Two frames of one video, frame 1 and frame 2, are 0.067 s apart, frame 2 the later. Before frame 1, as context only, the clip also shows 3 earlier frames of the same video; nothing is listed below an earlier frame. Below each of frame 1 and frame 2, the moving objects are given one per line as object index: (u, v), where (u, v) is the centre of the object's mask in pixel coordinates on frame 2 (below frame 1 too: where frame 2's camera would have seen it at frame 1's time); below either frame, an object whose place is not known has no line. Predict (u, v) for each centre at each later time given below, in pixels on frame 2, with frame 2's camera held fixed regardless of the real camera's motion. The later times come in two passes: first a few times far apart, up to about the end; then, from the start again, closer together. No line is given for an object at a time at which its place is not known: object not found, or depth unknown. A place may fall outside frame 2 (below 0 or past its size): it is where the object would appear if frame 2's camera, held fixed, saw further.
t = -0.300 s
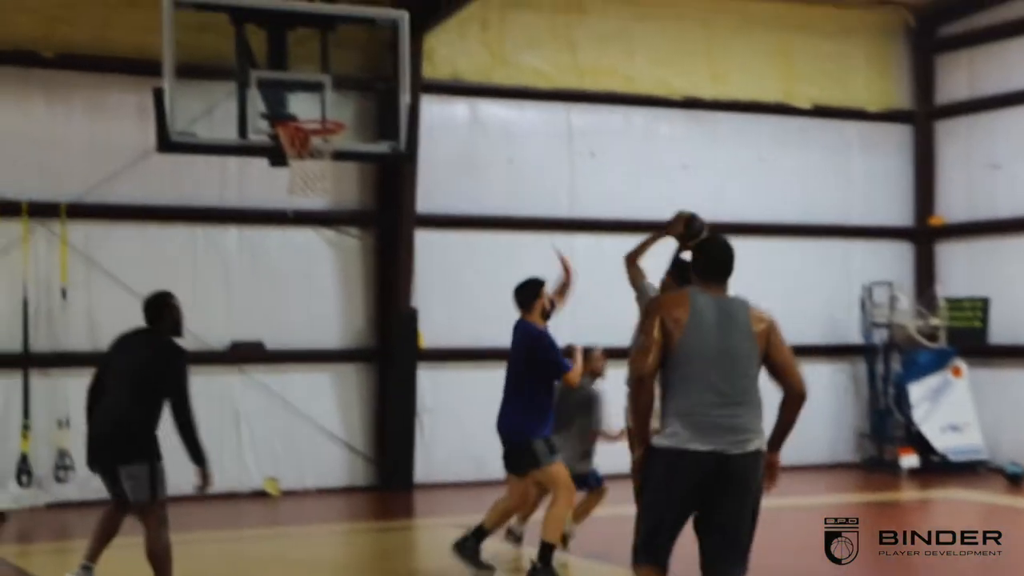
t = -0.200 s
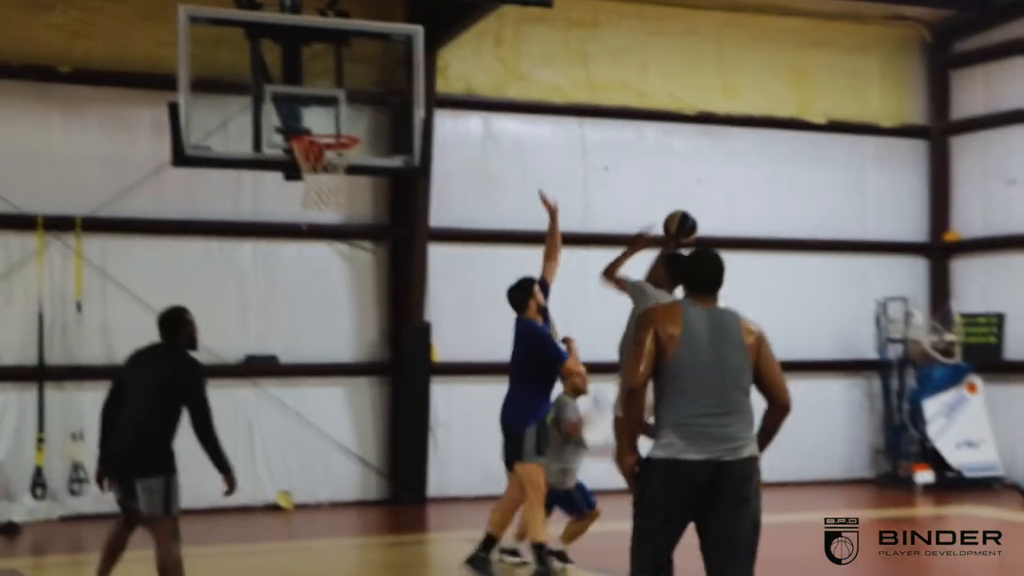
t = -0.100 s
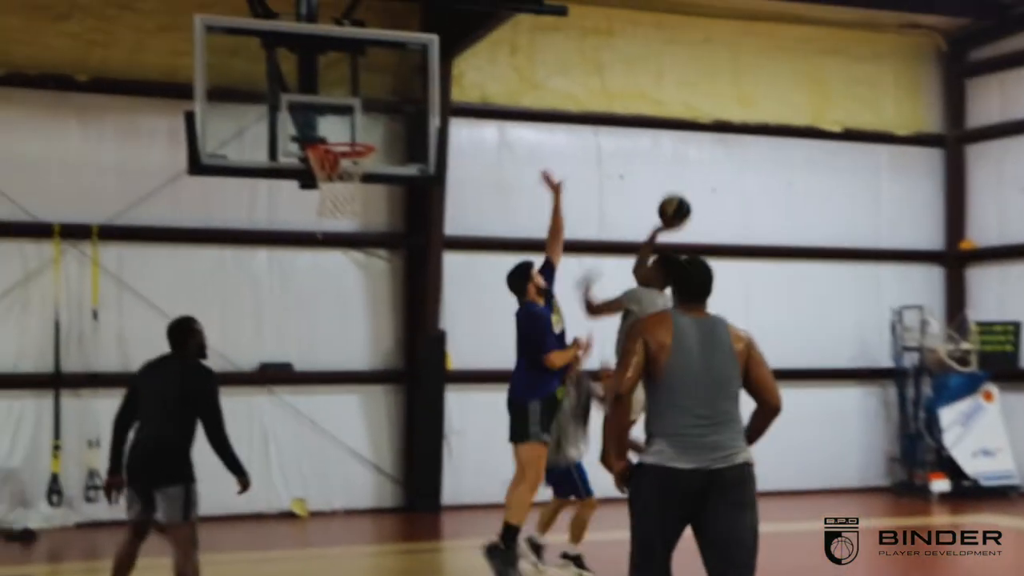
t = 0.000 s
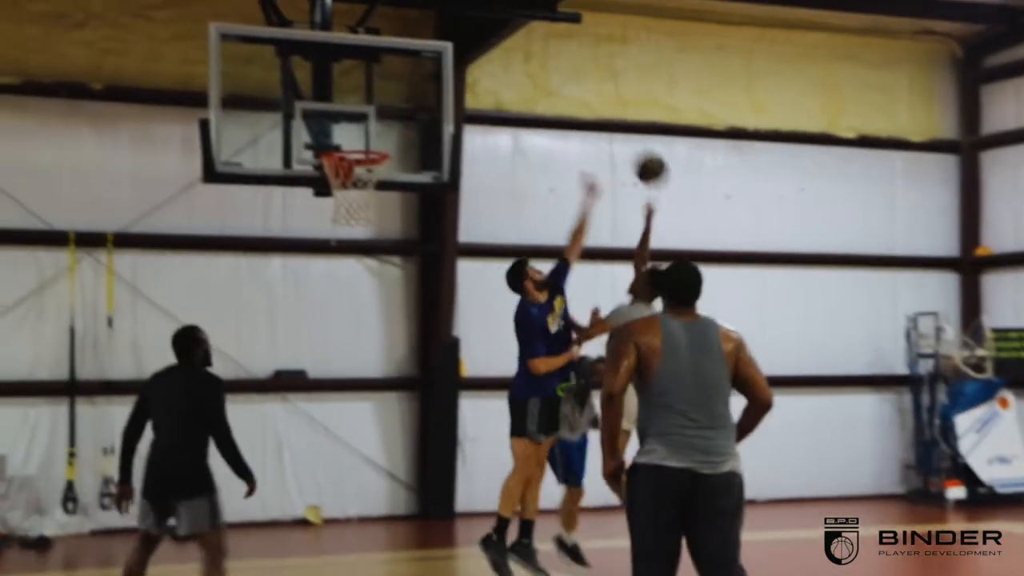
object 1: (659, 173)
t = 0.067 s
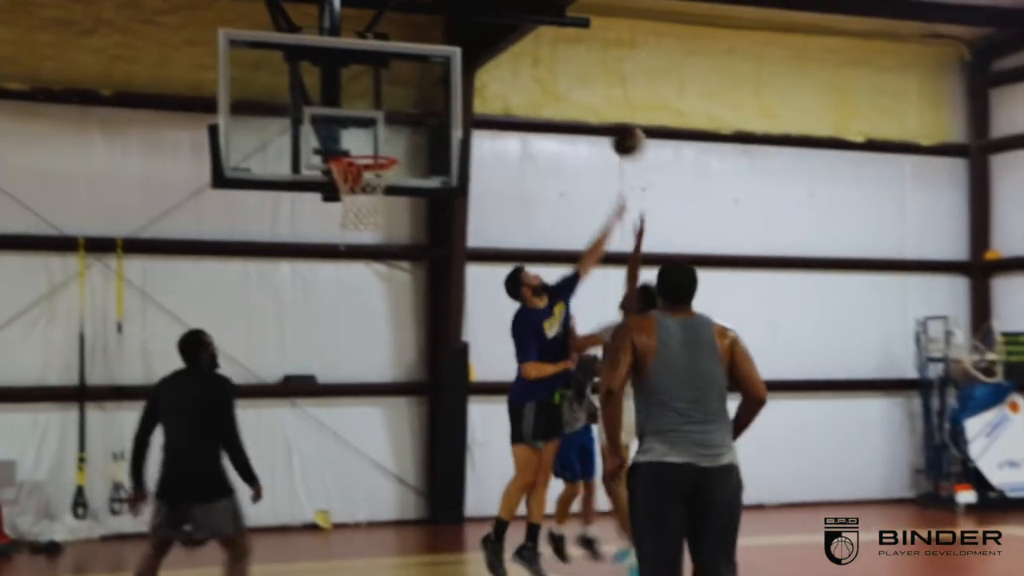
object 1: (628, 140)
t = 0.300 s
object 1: (519, 83)
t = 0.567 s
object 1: (399, 108)
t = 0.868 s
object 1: (359, 197)
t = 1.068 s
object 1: (362, 218)
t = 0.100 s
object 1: (612, 128)
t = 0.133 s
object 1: (595, 115)
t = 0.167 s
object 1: (580, 107)
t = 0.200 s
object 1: (565, 99)
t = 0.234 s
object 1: (549, 91)
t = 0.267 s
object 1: (534, 87)
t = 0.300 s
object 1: (519, 83)
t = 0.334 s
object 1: (505, 81)
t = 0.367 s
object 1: (491, 81)
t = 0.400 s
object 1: (478, 85)
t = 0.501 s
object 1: (431, 95)
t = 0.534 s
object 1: (416, 101)
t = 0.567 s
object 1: (399, 108)
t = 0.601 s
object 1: (387, 117)
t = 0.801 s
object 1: (360, 177)
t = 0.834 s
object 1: (358, 190)
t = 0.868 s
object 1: (359, 197)
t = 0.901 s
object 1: (359, 198)
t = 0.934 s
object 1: (360, 204)
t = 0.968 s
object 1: (360, 202)
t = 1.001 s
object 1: (360, 208)
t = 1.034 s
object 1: (361, 211)
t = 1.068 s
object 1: (362, 218)
